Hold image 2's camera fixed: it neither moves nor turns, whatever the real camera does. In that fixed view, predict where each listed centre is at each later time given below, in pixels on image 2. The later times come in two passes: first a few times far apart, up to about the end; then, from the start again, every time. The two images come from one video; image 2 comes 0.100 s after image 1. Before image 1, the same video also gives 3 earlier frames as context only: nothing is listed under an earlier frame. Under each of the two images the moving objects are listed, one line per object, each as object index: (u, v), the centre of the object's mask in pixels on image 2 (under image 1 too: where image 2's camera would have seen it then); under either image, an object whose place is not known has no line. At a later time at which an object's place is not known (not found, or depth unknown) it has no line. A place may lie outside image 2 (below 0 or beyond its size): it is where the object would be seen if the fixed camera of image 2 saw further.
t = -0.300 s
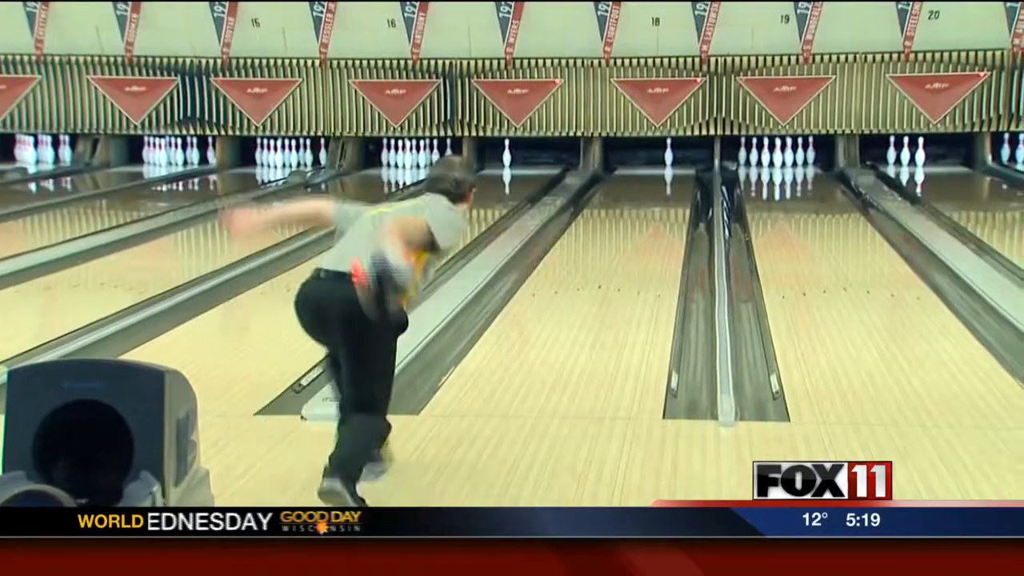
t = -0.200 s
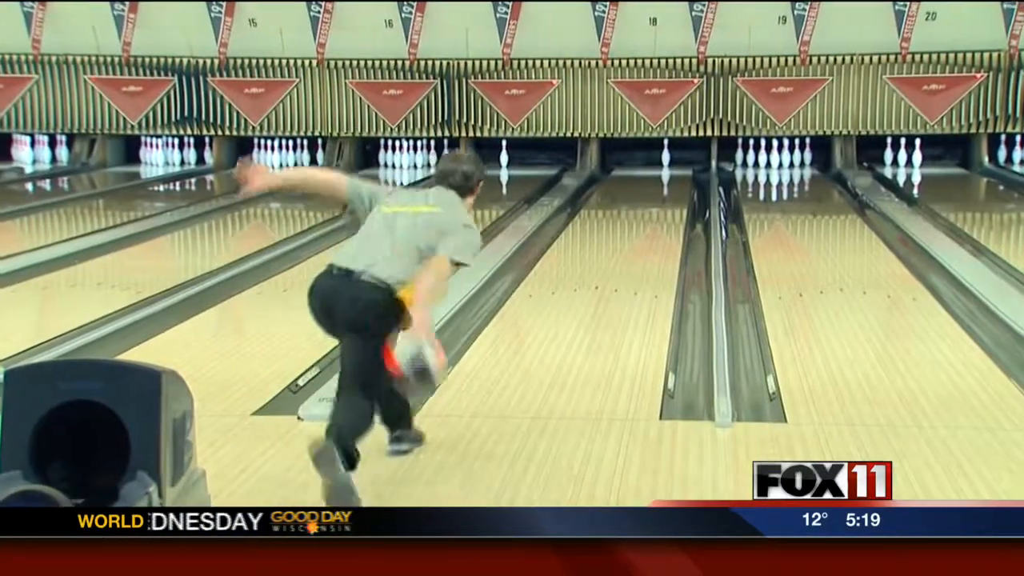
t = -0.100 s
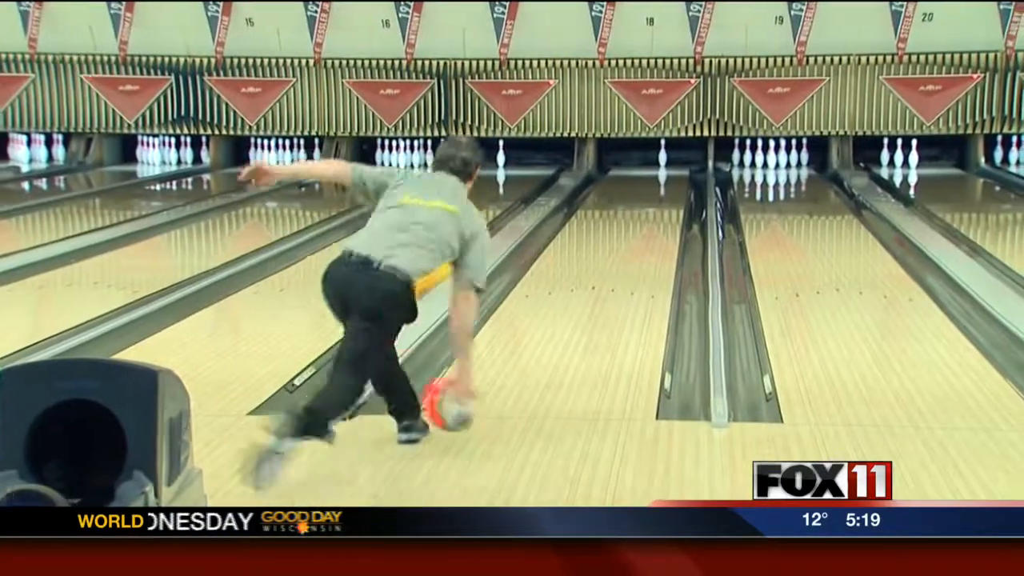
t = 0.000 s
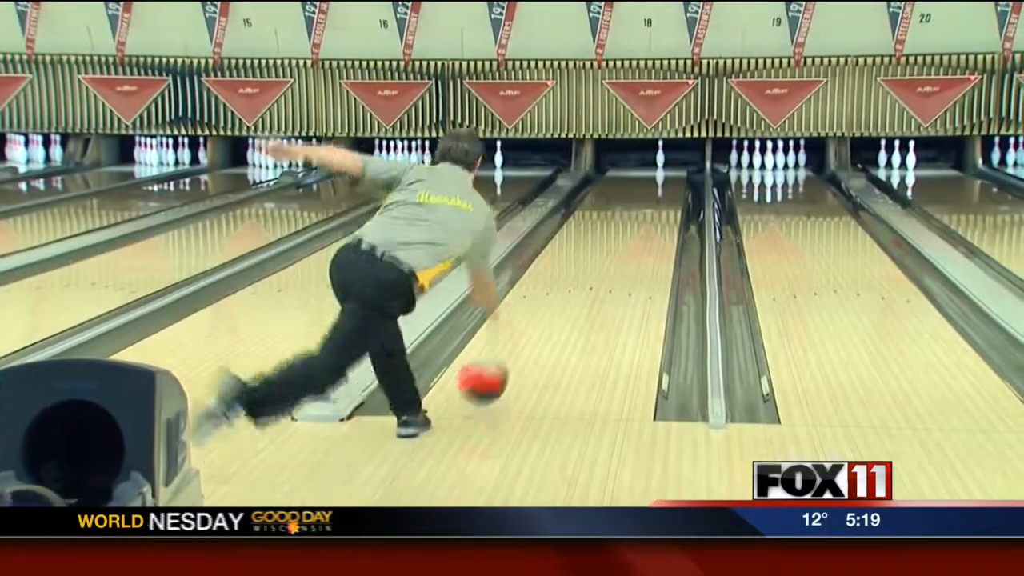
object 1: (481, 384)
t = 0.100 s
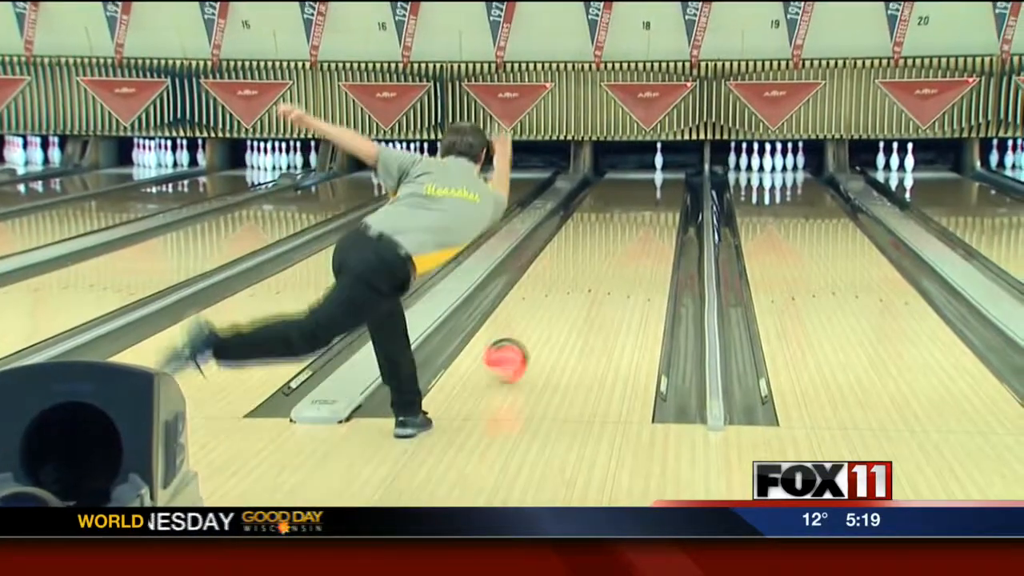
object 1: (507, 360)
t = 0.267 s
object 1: (539, 324)
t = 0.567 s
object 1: (579, 275)
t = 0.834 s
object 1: (602, 244)
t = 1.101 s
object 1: (619, 223)
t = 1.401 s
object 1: (634, 203)
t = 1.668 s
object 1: (642, 191)
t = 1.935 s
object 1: (649, 180)
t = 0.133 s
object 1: (513, 354)
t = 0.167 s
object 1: (520, 347)
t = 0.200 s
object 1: (526, 338)
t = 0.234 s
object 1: (533, 331)
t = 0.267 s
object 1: (539, 324)
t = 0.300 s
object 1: (544, 318)
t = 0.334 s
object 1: (549, 311)
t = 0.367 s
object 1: (553, 306)
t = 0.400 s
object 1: (559, 299)
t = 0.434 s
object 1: (563, 294)
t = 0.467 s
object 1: (567, 290)
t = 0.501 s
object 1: (572, 284)
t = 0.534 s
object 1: (574, 279)
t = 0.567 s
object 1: (579, 275)
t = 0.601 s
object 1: (583, 270)
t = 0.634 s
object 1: (585, 266)
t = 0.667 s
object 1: (589, 263)
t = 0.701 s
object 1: (592, 258)
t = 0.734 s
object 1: (595, 256)
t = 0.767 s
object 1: (596, 252)
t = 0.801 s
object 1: (600, 247)
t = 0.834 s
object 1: (602, 244)
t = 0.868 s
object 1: (604, 242)
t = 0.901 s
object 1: (607, 238)
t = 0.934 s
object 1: (611, 236)
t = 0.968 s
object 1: (612, 233)
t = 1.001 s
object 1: (614, 229)
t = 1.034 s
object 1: (616, 227)
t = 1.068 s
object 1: (618, 224)
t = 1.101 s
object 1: (619, 223)
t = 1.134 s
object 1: (622, 220)
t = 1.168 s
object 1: (623, 218)
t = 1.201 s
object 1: (625, 215)
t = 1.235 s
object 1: (627, 213)
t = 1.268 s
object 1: (628, 212)
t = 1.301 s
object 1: (630, 210)
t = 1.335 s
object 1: (631, 207)
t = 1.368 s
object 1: (633, 205)
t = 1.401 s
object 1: (634, 203)
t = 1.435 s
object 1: (635, 202)
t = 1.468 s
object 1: (636, 200)
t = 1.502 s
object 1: (637, 198)
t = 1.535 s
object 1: (638, 197)
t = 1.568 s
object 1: (640, 195)
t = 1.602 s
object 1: (642, 192)
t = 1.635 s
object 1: (643, 192)
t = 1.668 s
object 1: (642, 191)
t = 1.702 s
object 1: (644, 189)
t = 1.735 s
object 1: (645, 187)
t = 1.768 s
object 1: (647, 185)
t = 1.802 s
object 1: (647, 184)
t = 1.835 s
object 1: (647, 183)
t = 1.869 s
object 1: (648, 181)
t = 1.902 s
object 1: (649, 180)
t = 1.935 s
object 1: (649, 180)
